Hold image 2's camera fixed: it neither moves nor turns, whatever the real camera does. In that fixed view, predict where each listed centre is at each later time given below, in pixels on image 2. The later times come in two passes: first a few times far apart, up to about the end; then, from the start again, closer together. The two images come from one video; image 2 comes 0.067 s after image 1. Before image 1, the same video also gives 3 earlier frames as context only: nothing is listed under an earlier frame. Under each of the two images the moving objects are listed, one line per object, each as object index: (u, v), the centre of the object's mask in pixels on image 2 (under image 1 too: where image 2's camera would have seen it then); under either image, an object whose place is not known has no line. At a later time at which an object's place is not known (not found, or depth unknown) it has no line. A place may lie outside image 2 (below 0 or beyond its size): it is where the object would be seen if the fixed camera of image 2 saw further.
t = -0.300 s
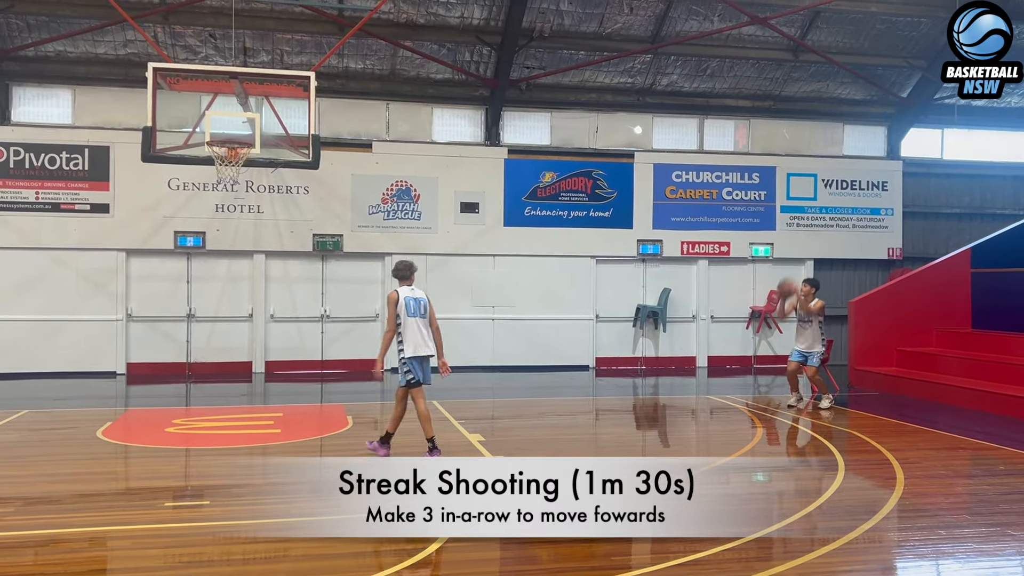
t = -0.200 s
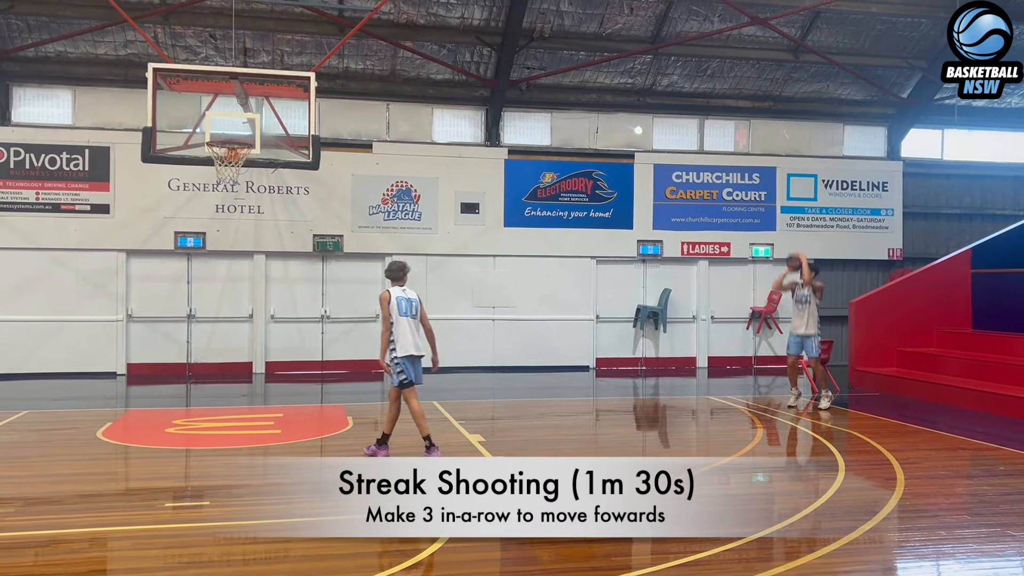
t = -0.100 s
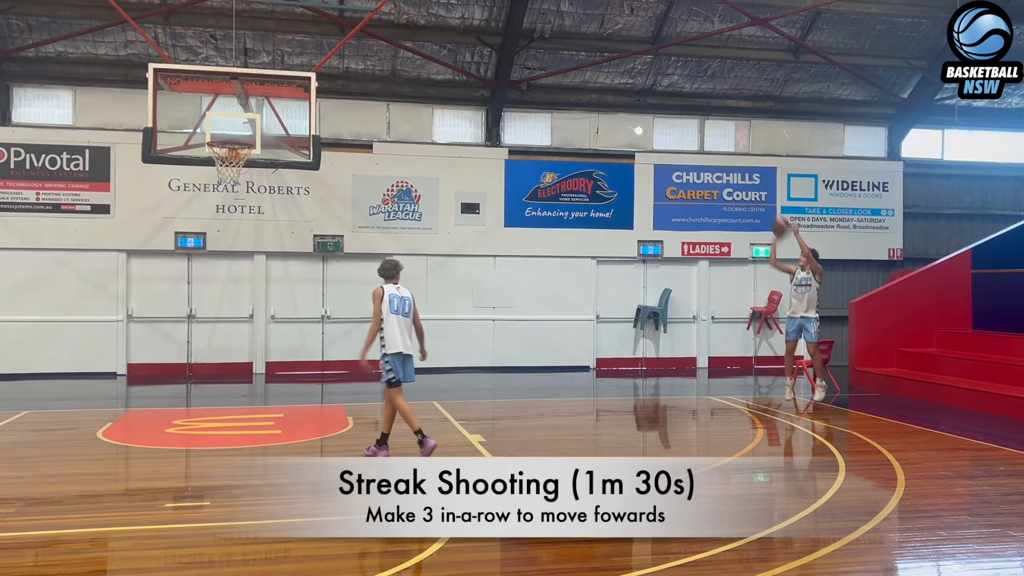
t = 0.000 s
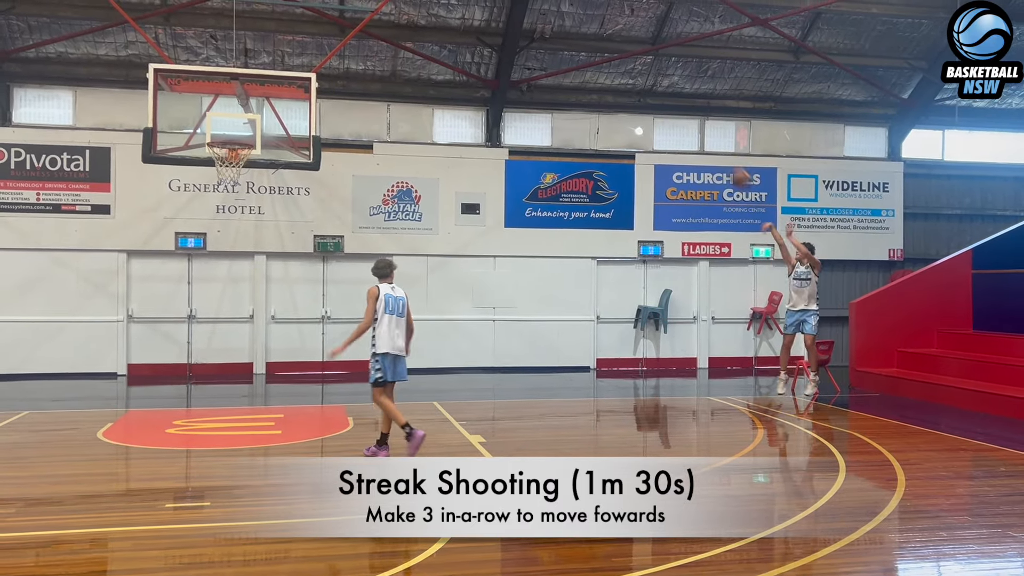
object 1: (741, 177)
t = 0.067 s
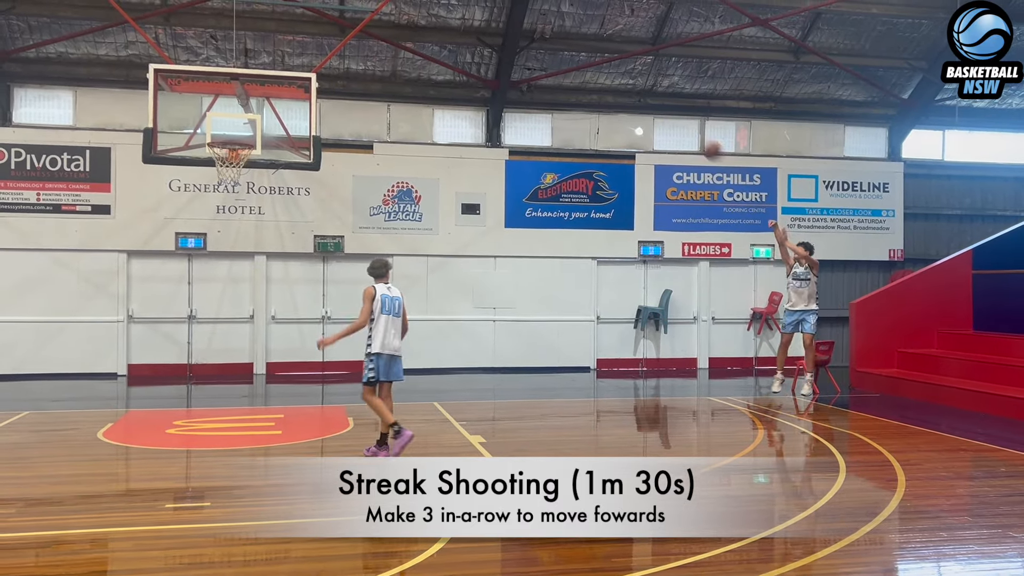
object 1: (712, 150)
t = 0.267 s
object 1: (626, 84)
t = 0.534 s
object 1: (506, 40)
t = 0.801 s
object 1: (380, 55)
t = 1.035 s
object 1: (265, 119)
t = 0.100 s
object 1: (698, 137)
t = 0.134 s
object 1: (683, 123)
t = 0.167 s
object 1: (669, 112)
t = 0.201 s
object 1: (654, 100)
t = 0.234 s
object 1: (641, 92)
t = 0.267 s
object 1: (626, 84)
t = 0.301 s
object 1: (611, 75)
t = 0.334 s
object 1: (596, 67)
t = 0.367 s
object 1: (582, 60)
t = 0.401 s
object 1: (567, 54)
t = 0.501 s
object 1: (521, 42)
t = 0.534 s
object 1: (506, 40)
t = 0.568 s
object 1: (490, 39)
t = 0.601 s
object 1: (475, 38)
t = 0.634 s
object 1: (460, 38)
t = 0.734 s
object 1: (412, 44)
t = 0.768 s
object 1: (397, 49)
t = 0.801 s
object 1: (380, 55)
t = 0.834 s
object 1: (364, 60)
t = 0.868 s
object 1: (347, 67)
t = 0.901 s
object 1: (330, 76)
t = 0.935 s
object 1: (316, 85)
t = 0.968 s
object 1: (299, 95)
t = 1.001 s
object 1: (282, 107)
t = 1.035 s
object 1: (265, 119)
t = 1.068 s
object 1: (248, 131)
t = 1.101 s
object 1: (232, 148)
